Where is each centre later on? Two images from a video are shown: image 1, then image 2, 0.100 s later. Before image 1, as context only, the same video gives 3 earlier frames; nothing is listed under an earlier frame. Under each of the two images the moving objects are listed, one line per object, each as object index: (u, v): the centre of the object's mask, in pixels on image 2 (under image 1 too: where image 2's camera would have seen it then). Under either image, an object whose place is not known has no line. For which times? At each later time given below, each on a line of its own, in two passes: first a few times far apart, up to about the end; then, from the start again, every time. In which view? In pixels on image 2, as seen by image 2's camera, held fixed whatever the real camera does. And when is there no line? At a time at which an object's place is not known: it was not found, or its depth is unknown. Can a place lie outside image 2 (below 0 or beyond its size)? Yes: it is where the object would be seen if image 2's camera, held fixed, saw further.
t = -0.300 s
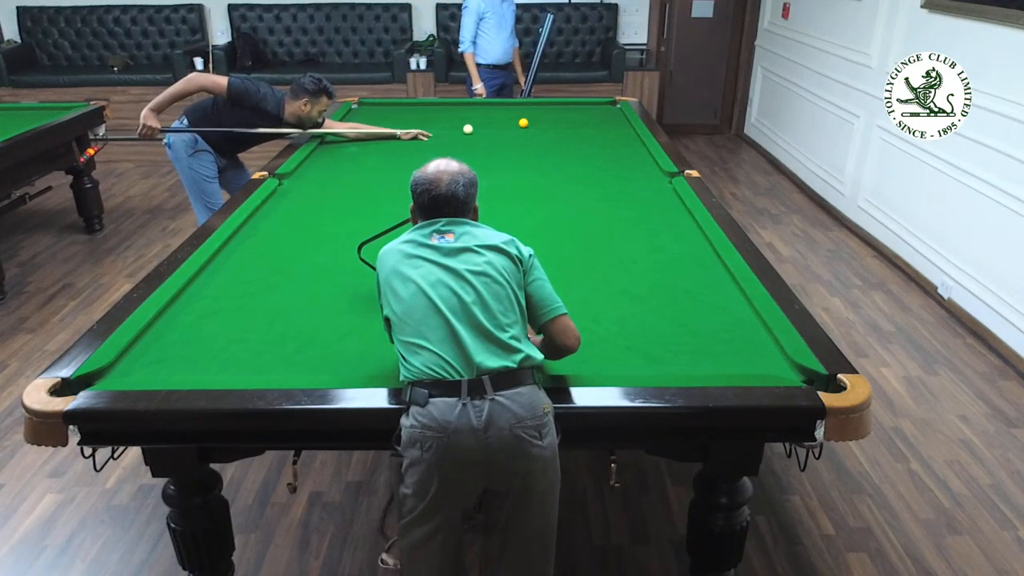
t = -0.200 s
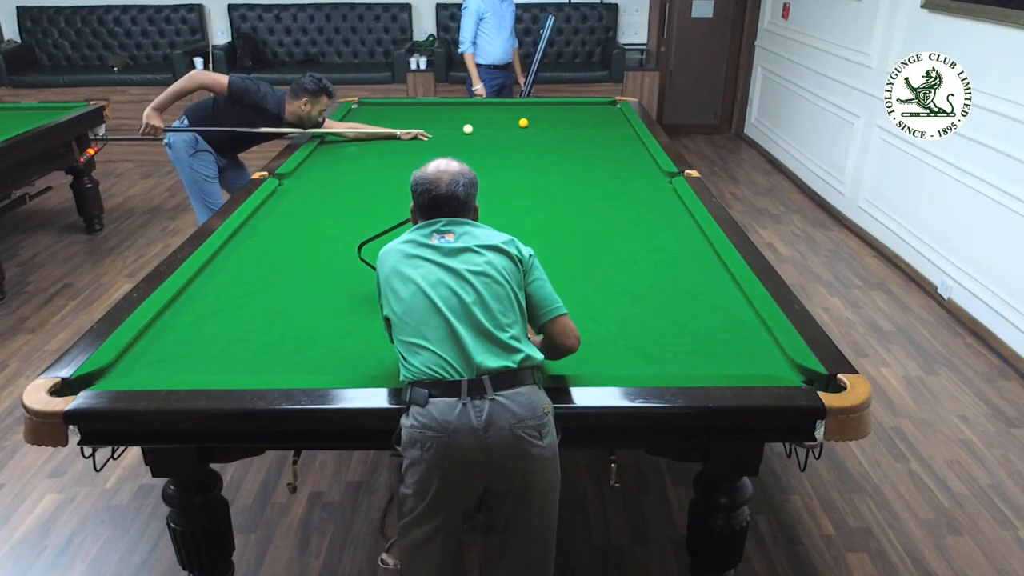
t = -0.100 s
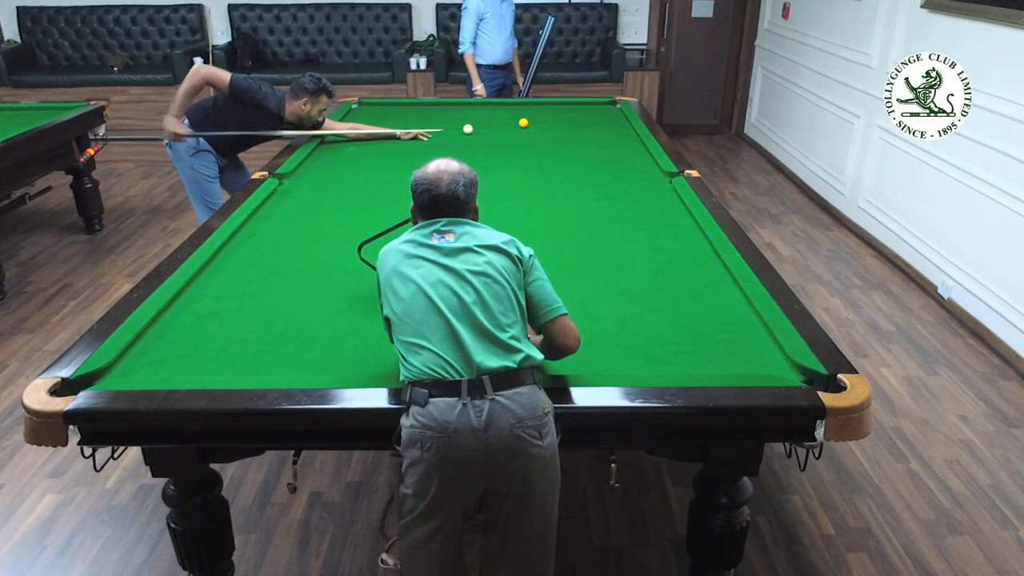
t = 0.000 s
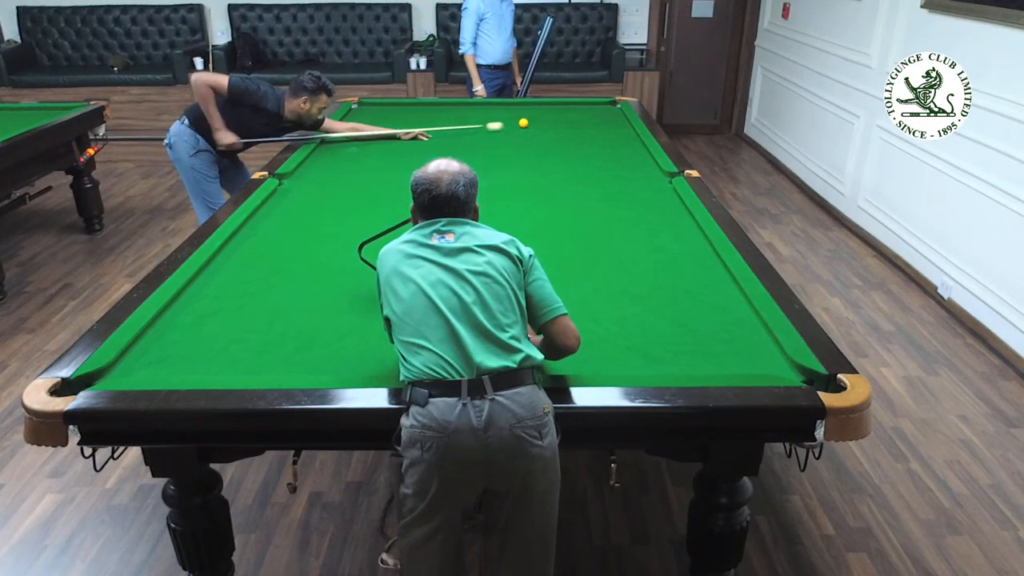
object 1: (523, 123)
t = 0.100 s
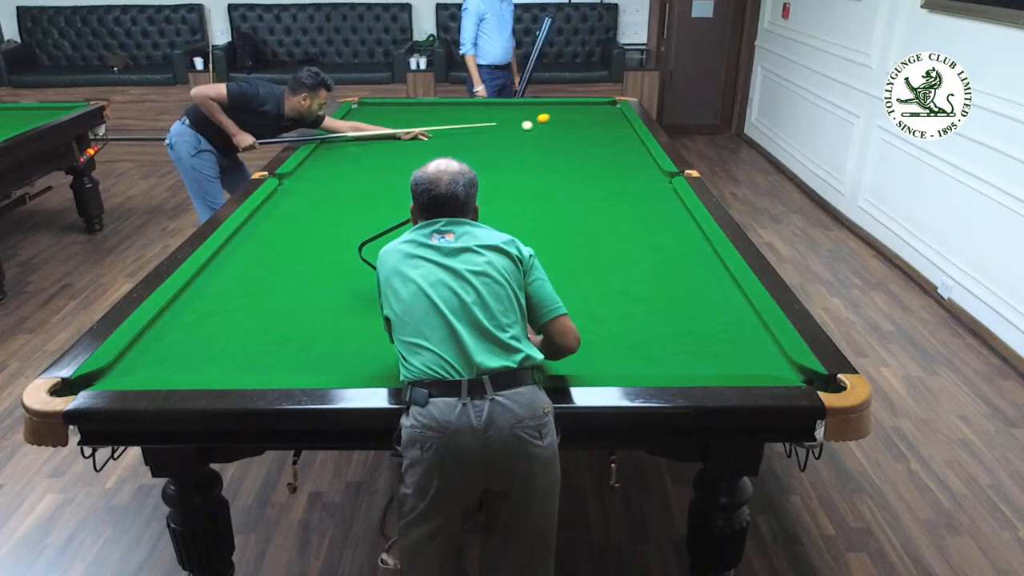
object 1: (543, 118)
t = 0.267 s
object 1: (591, 107)
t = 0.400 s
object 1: (621, 100)
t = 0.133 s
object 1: (554, 115)
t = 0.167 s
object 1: (564, 113)
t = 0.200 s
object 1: (574, 111)
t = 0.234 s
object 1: (583, 109)
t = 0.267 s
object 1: (591, 107)
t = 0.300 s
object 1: (599, 105)
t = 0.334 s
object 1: (607, 104)
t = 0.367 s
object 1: (615, 102)
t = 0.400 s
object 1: (621, 100)
